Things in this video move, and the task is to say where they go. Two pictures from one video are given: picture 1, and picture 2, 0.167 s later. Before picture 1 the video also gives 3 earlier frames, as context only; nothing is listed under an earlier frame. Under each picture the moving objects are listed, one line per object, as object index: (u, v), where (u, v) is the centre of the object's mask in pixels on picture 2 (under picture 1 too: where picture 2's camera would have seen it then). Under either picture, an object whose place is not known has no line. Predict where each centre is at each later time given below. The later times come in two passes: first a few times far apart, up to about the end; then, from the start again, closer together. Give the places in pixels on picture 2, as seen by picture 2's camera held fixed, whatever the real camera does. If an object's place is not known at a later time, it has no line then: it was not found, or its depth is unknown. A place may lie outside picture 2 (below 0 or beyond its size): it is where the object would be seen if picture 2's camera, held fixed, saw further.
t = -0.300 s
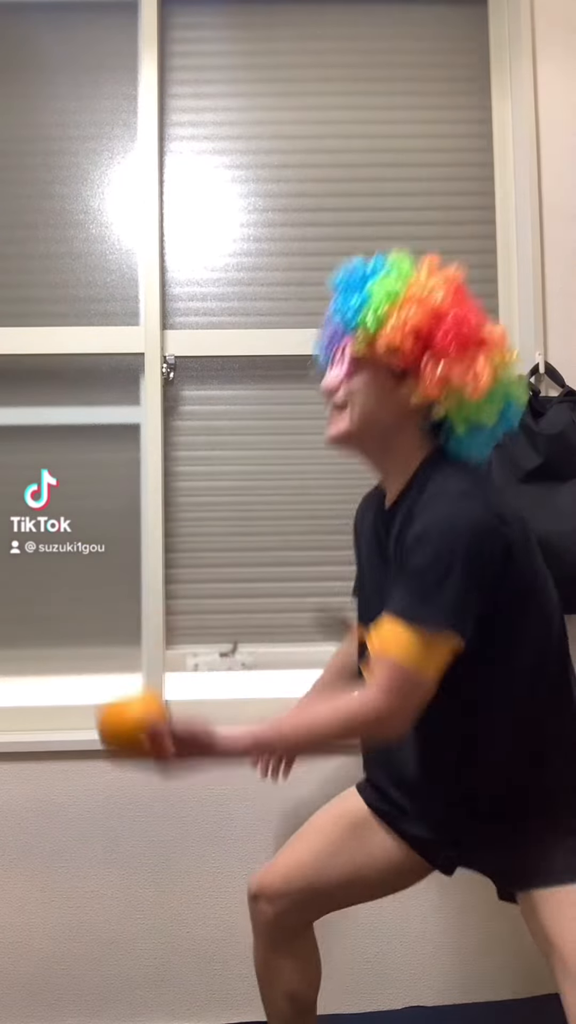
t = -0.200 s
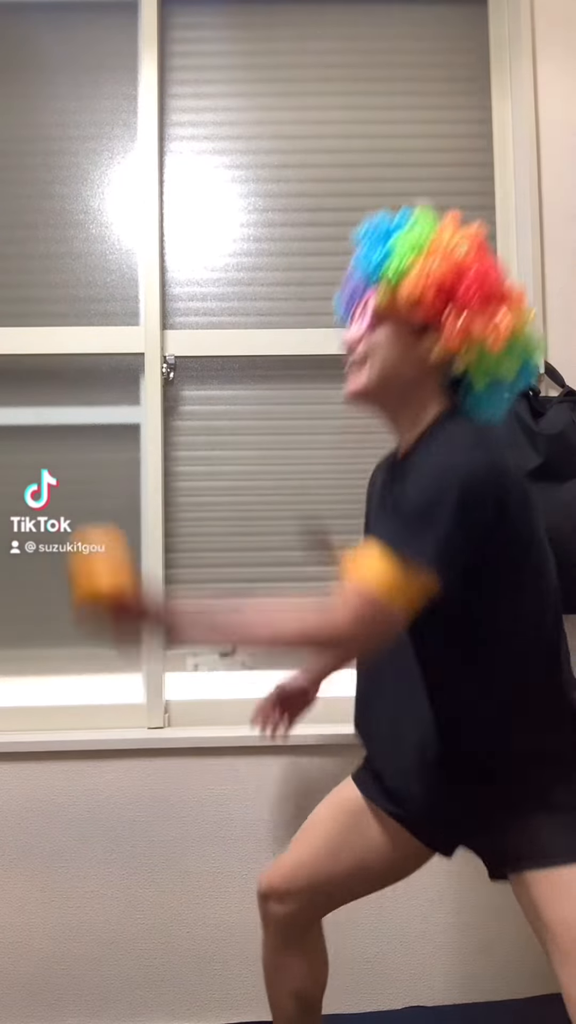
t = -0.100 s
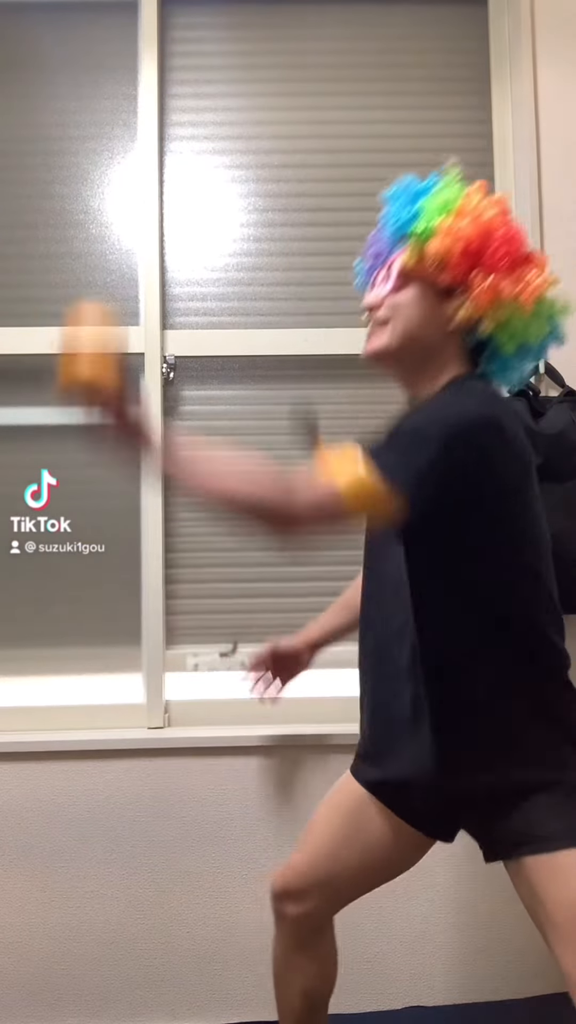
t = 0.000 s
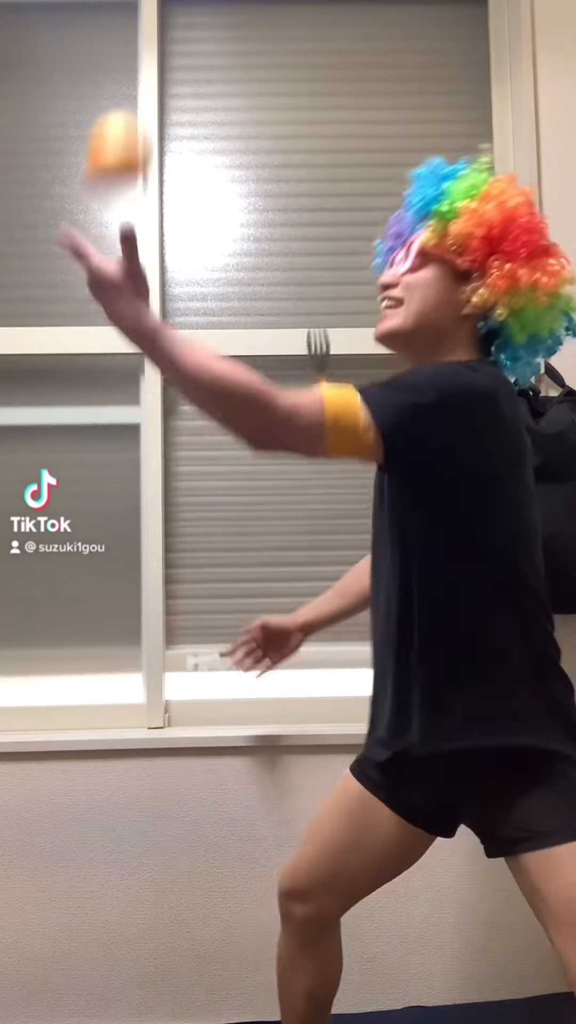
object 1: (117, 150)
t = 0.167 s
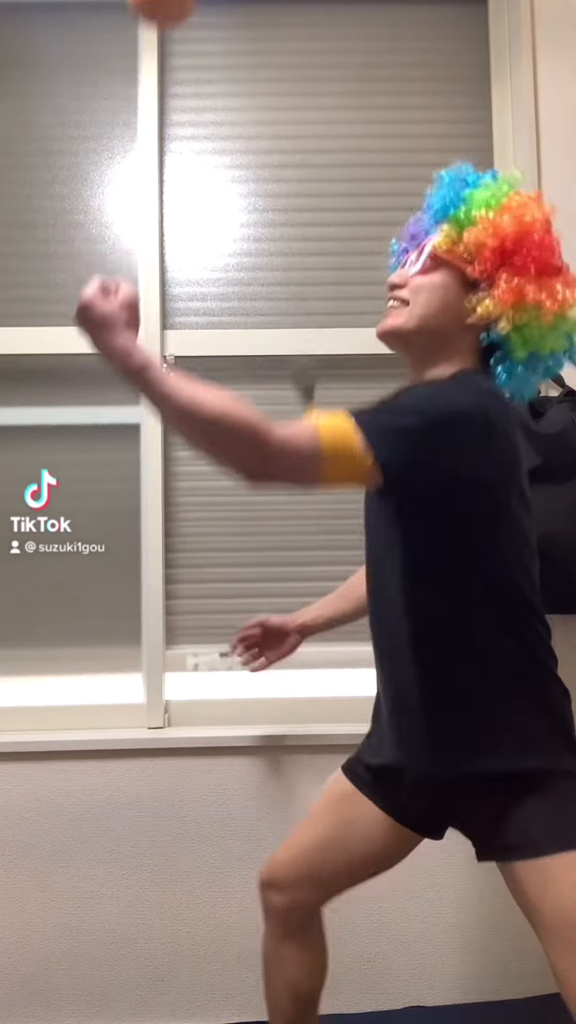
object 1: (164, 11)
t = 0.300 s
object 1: (200, 12)
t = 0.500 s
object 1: (260, 219)
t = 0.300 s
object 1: (200, 12)
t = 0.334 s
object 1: (209, 20)
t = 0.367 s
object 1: (218, 35)
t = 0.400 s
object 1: (229, 66)
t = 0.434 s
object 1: (238, 107)
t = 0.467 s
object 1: (249, 156)
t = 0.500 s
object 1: (260, 219)
